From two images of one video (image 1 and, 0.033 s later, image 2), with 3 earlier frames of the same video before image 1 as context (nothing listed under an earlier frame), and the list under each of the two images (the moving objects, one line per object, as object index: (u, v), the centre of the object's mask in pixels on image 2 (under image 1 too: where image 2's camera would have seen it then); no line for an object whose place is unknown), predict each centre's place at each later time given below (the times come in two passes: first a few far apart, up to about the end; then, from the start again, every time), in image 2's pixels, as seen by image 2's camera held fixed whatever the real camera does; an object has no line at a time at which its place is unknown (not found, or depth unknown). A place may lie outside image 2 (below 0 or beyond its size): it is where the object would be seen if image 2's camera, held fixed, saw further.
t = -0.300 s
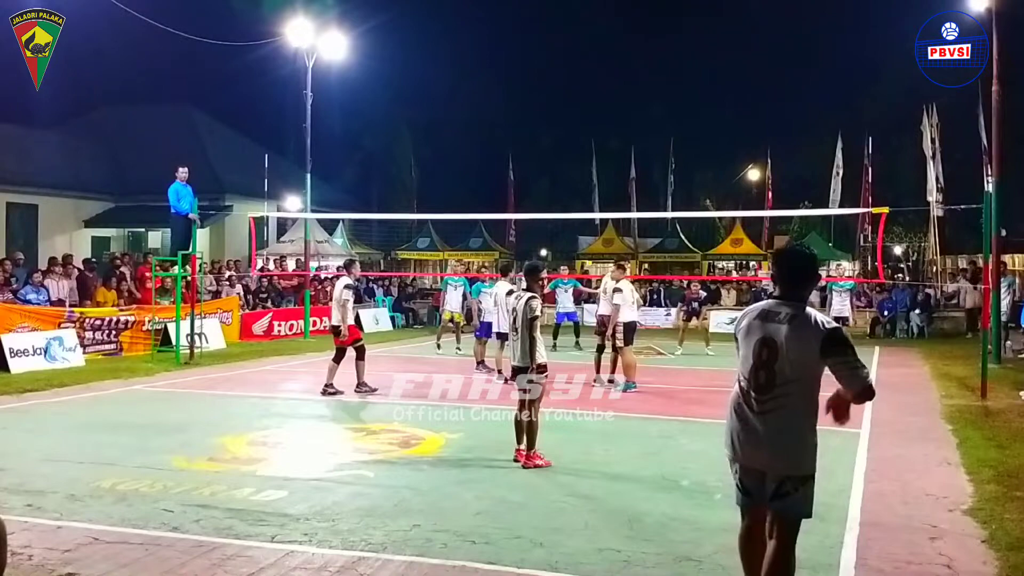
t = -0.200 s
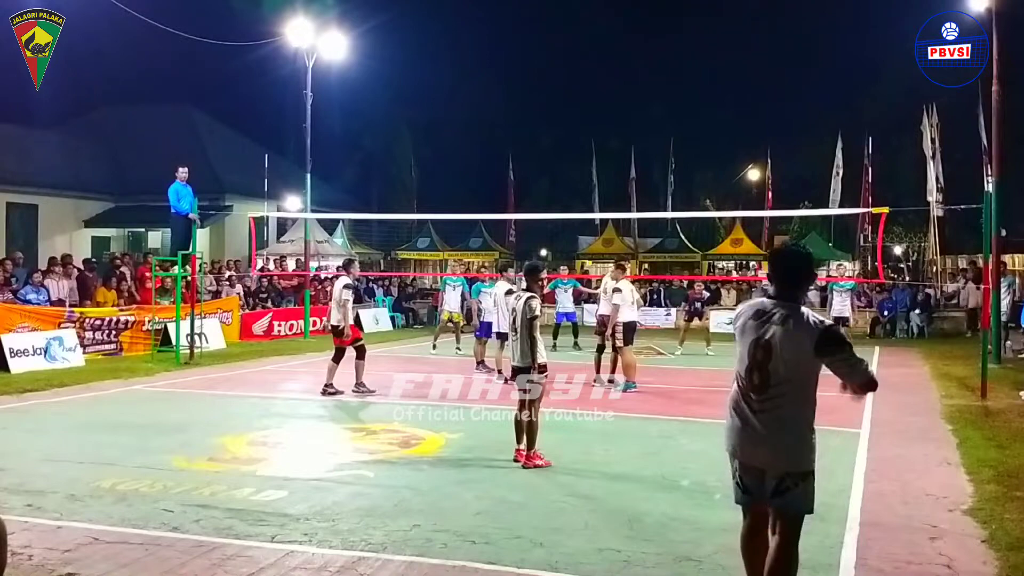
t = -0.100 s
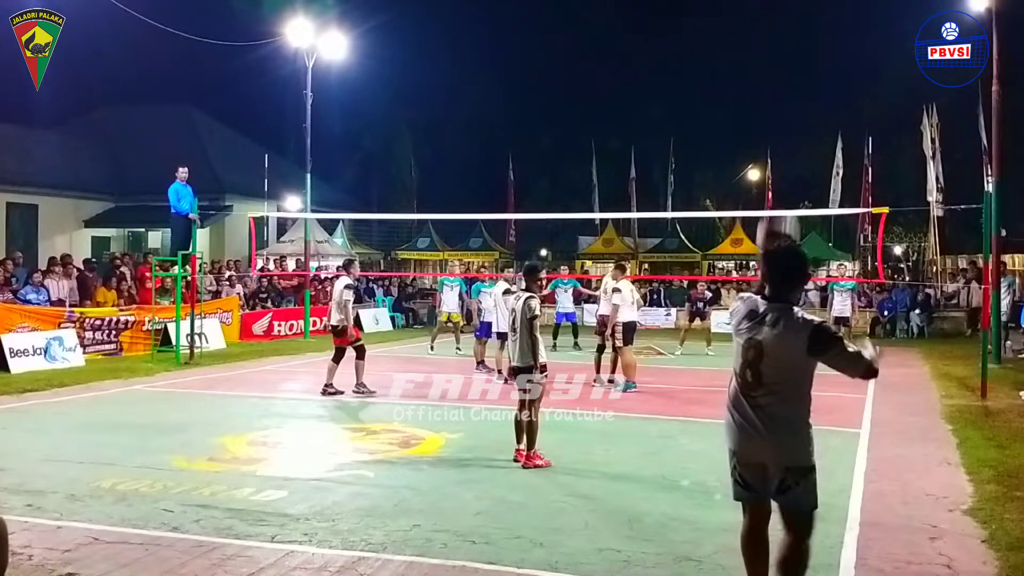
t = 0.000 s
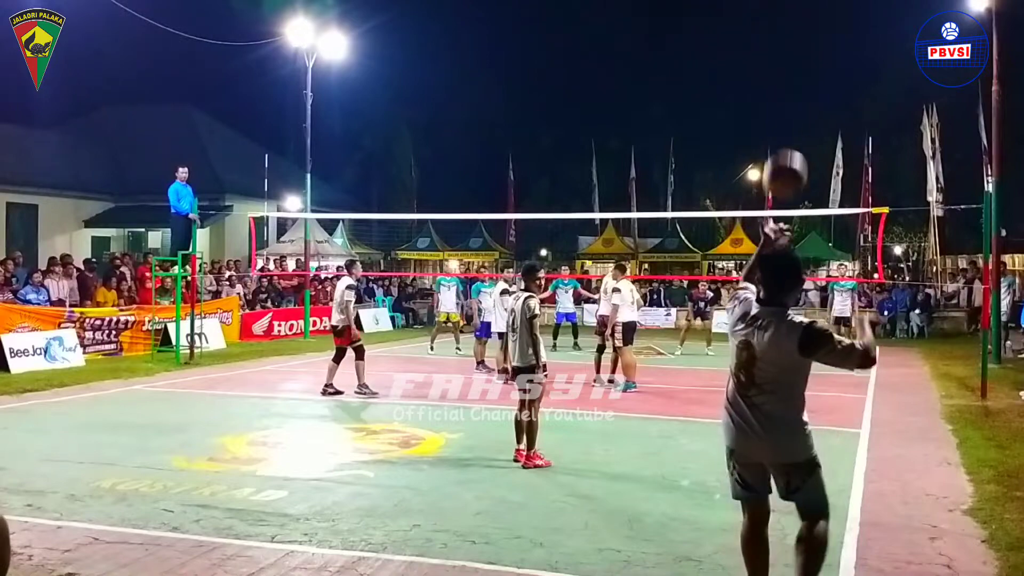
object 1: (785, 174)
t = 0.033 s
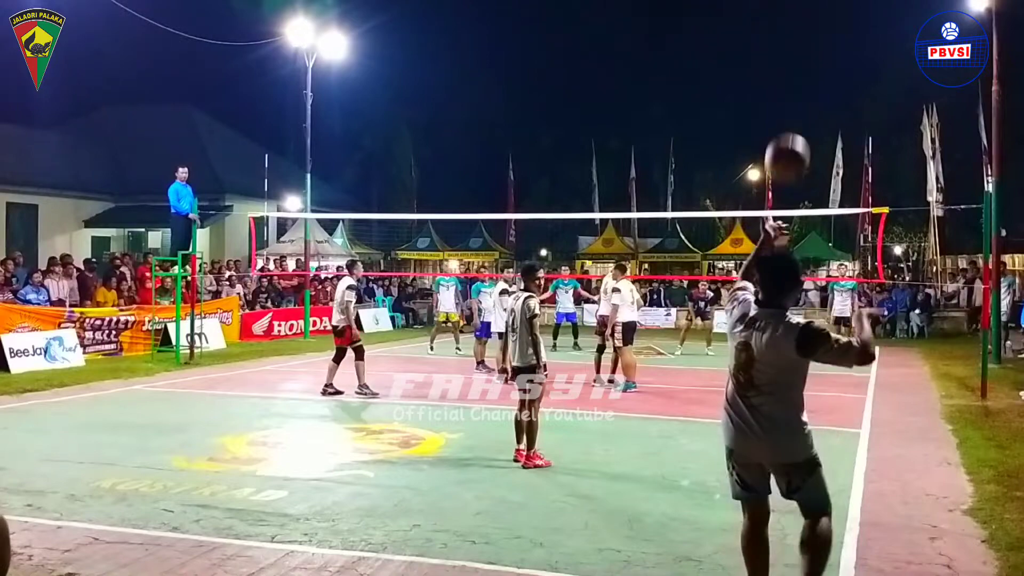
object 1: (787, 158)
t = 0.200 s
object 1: (797, 107)
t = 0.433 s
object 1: (810, 124)
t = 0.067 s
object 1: (789, 144)
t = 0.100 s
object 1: (791, 131)
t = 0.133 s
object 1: (793, 121)
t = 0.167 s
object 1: (795, 112)
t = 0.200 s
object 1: (797, 107)
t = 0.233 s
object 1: (799, 103)
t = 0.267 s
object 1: (801, 101)
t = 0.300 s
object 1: (803, 101)
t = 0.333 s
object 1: (805, 103)
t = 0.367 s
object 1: (806, 108)
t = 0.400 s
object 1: (808, 115)
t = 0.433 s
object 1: (810, 124)
